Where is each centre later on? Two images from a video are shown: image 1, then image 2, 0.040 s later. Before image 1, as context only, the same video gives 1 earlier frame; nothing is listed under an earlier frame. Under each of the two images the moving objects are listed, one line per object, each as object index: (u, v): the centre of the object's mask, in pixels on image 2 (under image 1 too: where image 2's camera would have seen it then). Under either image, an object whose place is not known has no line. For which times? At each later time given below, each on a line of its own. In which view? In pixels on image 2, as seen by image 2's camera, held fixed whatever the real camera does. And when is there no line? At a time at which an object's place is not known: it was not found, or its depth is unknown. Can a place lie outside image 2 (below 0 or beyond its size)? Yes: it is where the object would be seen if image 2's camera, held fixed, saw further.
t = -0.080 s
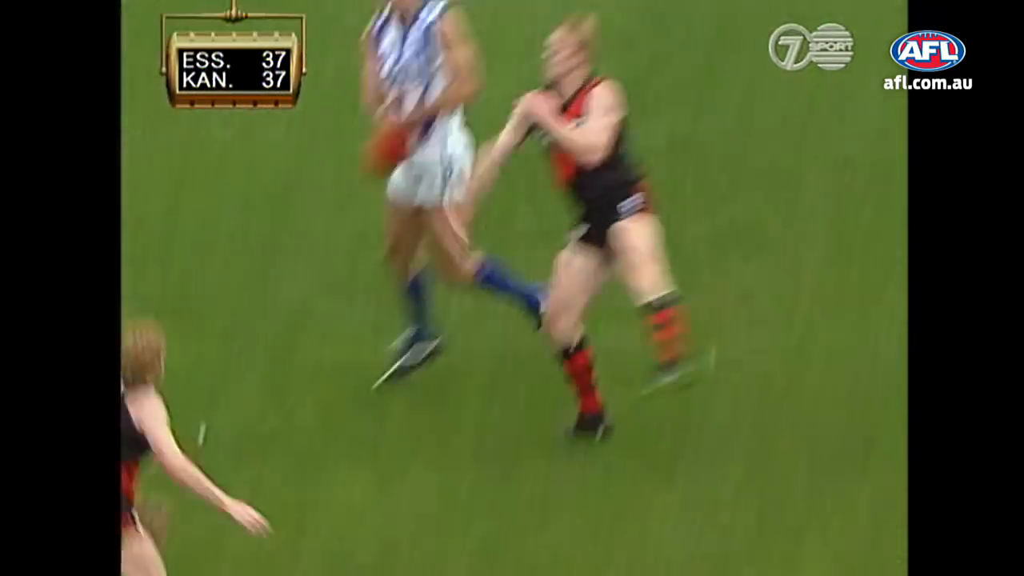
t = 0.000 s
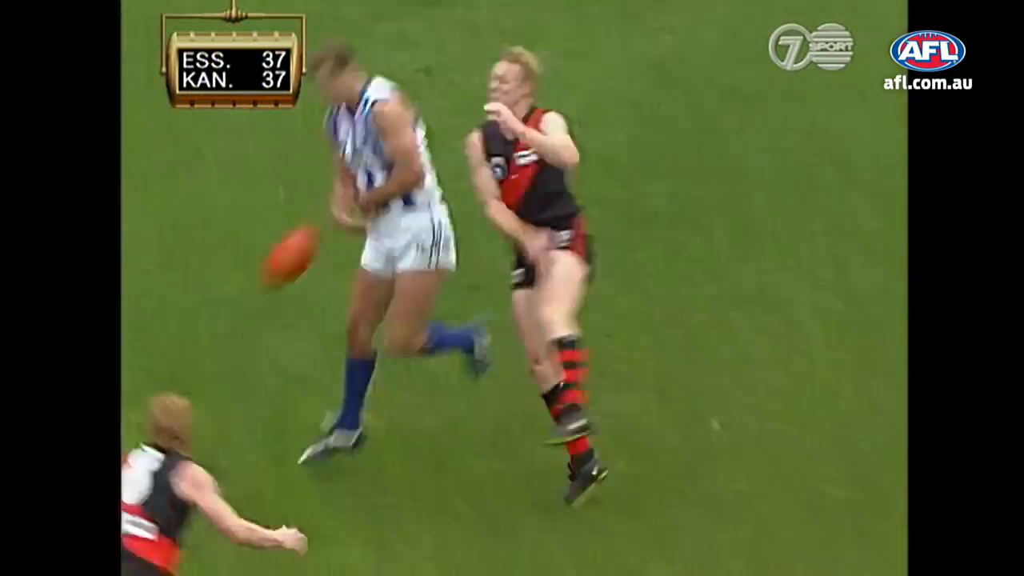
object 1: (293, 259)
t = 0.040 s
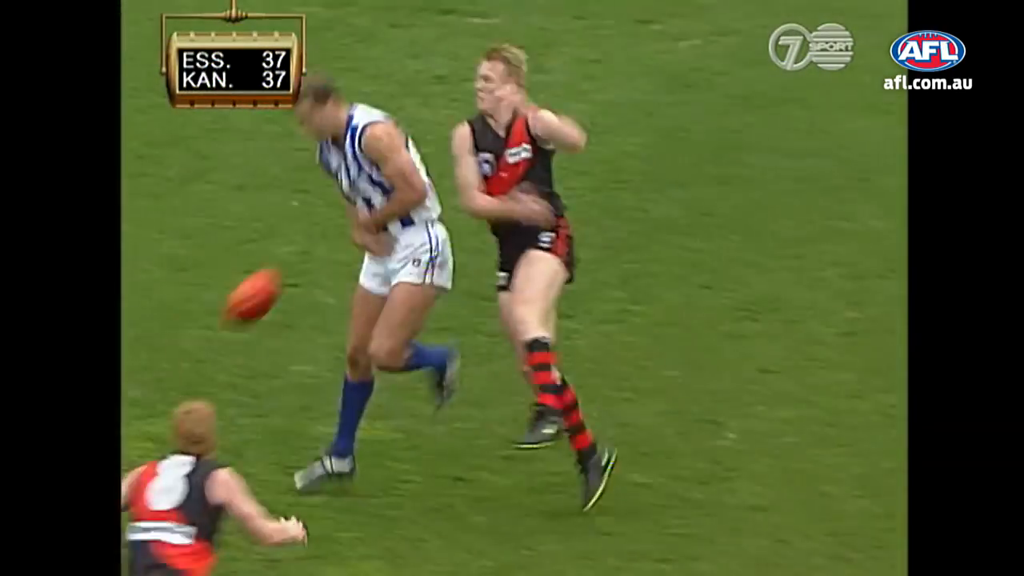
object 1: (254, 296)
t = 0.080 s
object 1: (213, 331)
